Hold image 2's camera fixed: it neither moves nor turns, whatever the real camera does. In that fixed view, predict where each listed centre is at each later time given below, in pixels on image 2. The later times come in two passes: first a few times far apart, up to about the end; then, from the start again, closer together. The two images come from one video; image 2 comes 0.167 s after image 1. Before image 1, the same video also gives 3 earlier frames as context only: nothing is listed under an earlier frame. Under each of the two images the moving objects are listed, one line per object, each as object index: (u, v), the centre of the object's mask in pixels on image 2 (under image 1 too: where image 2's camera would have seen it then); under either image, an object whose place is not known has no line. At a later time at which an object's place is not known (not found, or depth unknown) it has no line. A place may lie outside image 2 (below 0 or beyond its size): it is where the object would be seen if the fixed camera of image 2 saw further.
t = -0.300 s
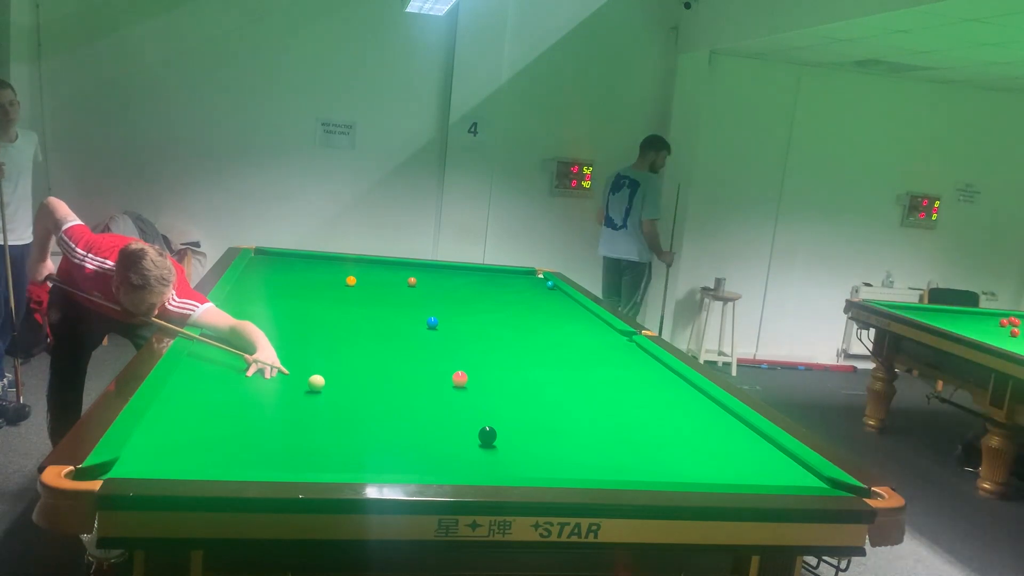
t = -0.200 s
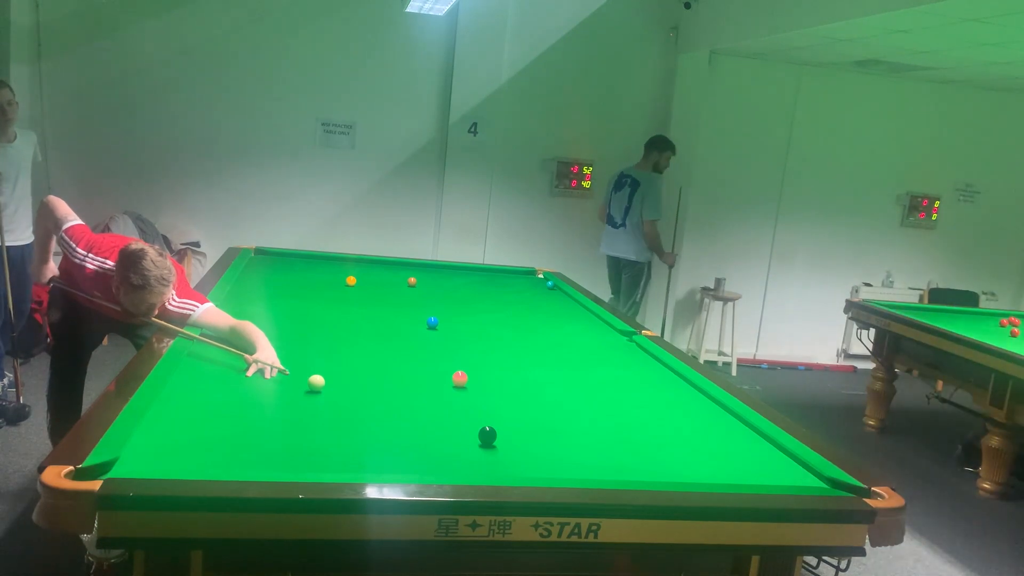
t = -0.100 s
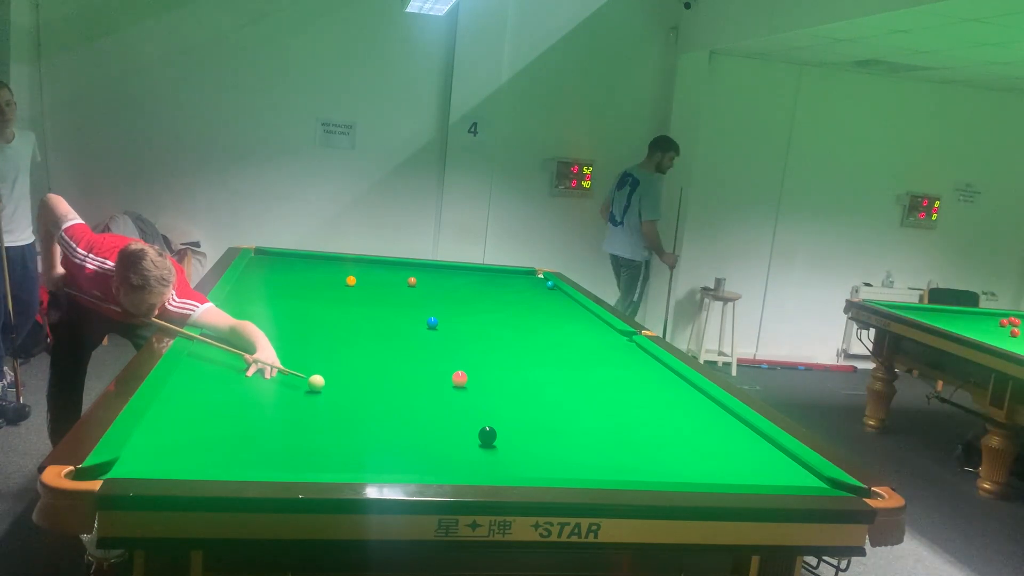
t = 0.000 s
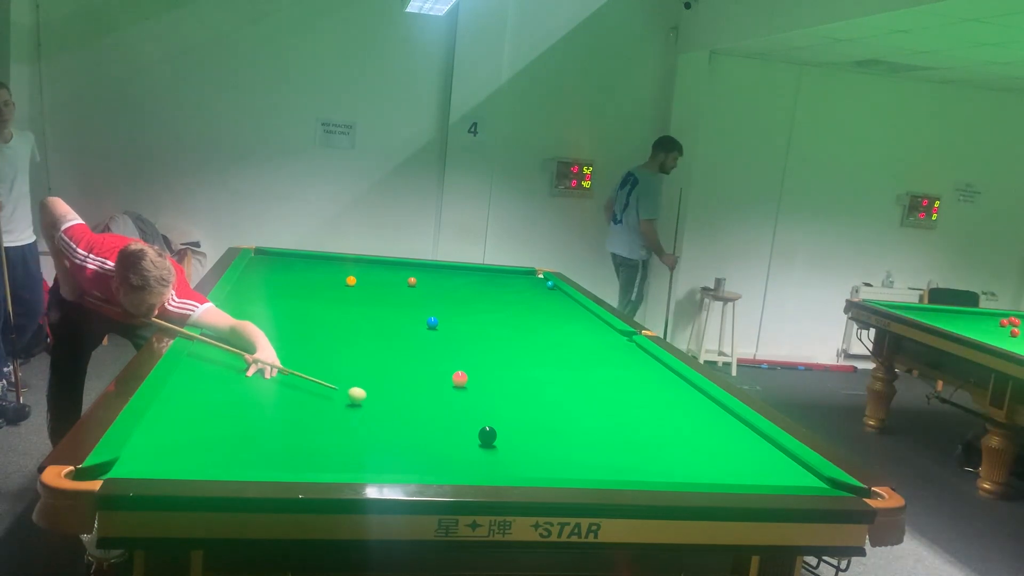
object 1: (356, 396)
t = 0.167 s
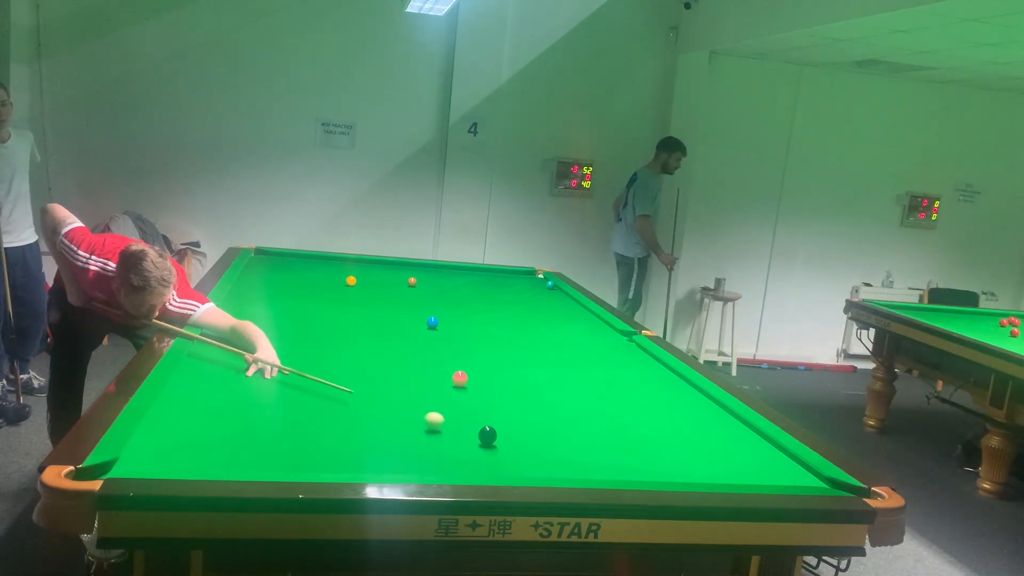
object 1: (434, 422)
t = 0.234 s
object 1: (465, 433)
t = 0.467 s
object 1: (481, 459)
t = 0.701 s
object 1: (499, 467)
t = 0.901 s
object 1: (499, 454)
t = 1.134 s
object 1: (500, 439)
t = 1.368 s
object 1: (500, 425)
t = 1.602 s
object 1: (501, 415)
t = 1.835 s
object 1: (501, 404)
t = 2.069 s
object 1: (501, 396)
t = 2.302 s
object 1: (502, 388)
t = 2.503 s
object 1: (502, 382)
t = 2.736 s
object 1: (502, 375)
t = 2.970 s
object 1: (502, 369)
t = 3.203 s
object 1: (502, 364)
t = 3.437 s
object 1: (502, 359)
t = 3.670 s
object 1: (502, 355)
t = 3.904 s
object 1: (502, 351)
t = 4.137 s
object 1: (502, 348)
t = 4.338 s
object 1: (502, 345)
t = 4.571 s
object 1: (502, 343)
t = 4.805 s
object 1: (502, 340)
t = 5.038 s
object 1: (502, 339)
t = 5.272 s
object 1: (502, 337)
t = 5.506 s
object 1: (501, 334)
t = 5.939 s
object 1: (501, 332)
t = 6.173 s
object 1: (502, 332)
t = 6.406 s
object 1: (502, 331)
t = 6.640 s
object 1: (502, 331)
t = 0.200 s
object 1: (450, 427)
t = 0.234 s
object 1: (465, 433)
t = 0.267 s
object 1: (468, 437)
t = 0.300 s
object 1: (468, 440)
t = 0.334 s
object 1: (469, 444)
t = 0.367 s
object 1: (471, 447)
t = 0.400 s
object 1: (474, 451)
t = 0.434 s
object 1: (477, 456)
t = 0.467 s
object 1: (481, 459)
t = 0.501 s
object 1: (485, 463)
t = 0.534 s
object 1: (489, 465)
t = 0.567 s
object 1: (493, 467)
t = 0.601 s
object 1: (497, 470)
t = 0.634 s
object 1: (499, 470)
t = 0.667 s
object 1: (499, 469)
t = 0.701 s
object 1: (499, 467)
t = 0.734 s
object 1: (498, 465)
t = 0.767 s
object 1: (499, 464)
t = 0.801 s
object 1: (499, 461)
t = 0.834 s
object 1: (499, 459)
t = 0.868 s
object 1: (499, 456)
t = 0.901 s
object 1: (499, 454)
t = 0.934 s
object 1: (499, 451)
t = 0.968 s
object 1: (499, 449)
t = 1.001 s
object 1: (499, 447)
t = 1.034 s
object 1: (500, 445)
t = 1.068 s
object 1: (499, 443)
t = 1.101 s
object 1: (500, 441)
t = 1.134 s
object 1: (500, 439)
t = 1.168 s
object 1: (500, 437)
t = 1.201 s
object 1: (500, 435)
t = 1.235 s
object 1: (500, 433)
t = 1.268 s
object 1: (500, 431)
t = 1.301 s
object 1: (500, 429)
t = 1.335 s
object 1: (500, 427)
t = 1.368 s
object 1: (500, 425)
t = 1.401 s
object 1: (500, 424)
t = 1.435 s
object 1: (500, 422)
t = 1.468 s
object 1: (500, 420)
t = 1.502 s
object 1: (500, 419)
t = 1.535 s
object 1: (500, 417)
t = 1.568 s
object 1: (501, 416)
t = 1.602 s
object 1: (501, 415)
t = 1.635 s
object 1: (501, 413)
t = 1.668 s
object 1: (501, 411)
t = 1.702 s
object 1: (501, 410)
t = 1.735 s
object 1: (501, 409)
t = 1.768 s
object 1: (501, 407)
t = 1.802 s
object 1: (501, 406)
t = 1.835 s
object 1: (501, 404)
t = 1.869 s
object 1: (501, 403)
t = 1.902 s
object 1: (501, 402)
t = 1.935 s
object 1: (501, 401)
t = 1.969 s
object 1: (501, 399)
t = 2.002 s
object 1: (501, 398)
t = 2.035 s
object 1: (501, 397)
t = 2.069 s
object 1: (501, 396)
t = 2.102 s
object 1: (501, 394)
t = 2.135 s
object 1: (502, 393)
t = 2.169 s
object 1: (501, 392)
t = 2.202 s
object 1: (501, 391)
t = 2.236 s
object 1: (502, 390)
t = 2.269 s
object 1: (502, 389)
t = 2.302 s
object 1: (502, 388)
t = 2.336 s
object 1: (502, 387)
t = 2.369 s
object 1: (502, 385)
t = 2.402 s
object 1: (502, 384)
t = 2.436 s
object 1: (502, 384)
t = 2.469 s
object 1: (502, 382)
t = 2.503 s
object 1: (502, 382)
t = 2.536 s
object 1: (502, 381)
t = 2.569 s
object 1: (502, 379)
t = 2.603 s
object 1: (502, 378)
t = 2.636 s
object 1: (502, 378)
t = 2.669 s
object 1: (502, 377)
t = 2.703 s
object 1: (502, 376)
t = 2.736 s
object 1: (502, 375)
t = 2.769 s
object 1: (502, 374)
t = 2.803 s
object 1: (502, 373)
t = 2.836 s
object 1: (502, 372)
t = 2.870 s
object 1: (502, 371)
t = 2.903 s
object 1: (502, 371)
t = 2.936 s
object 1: (502, 370)
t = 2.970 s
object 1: (502, 369)
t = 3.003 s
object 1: (502, 368)
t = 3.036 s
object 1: (502, 368)
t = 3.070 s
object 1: (502, 367)
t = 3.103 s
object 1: (502, 366)
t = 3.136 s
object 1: (502, 365)
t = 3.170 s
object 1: (502, 365)
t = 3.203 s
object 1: (502, 364)
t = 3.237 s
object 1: (502, 363)
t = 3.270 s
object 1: (502, 362)
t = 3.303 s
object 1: (502, 362)
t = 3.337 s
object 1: (502, 361)
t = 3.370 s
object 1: (502, 360)
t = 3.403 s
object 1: (502, 360)
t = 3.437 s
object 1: (502, 359)
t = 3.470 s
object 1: (502, 359)
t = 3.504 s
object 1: (502, 358)
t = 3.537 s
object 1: (502, 358)
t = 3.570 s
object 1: (502, 357)
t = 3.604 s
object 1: (502, 356)
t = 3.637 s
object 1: (502, 356)
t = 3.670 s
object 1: (502, 355)
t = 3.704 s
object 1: (502, 354)
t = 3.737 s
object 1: (502, 354)
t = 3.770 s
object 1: (502, 354)
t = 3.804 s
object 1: (502, 353)
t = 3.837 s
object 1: (502, 353)
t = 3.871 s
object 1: (502, 352)
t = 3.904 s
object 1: (502, 351)
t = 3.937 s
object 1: (502, 351)
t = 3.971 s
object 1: (502, 350)
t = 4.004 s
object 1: (502, 350)
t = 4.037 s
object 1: (502, 350)
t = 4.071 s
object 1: (502, 349)
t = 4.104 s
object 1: (502, 349)
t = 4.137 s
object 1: (502, 348)
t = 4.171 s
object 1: (502, 348)
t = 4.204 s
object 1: (502, 347)
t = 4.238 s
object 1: (502, 348)
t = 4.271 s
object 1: (502, 346)
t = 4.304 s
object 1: (502, 346)
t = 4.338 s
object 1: (502, 345)
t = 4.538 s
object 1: (502, 343)
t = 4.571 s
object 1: (502, 343)
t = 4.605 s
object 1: (502, 343)
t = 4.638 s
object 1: (502, 342)
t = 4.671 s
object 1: (502, 342)
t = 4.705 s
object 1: (502, 342)
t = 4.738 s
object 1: (502, 341)
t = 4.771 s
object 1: (502, 341)
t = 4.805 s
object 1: (502, 340)
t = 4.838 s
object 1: (502, 340)
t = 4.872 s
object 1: (502, 340)
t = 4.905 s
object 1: (502, 340)
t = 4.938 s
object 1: (502, 339)
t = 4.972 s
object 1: (502, 339)
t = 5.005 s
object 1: (502, 339)
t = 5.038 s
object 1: (502, 339)
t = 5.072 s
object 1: (502, 338)
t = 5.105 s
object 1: (502, 338)
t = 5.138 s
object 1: (502, 338)
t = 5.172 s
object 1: (502, 337)
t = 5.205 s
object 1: (502, 337)
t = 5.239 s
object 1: (502, 337)
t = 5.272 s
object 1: (502, 337)
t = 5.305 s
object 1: (502, 337)
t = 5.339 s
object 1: (502, 336)
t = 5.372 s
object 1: (502, 336)
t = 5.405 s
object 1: (502, 336)
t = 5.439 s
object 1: (502, 335)
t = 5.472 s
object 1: (502, 335)
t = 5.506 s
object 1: (501, 334)
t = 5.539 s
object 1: (502, 335)
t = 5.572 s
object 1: (502, 335)
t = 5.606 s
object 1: (502, 334)
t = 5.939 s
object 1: (501, 332)
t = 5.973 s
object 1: (502, 333)
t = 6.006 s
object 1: (502, 332)
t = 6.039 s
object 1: (502, 332)
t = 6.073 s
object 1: (502, 332)
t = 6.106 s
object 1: (502, 332)
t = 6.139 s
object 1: (502, 332)
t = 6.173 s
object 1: (502, 332)
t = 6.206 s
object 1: (502, 332)
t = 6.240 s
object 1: (502, 332)
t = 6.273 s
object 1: (502, 332)
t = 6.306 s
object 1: (502, 331)
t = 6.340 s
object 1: (502, 331)
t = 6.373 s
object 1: (502, 331)
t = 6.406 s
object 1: (502, 331)
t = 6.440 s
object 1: (502, 331)
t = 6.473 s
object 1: (502, 331)
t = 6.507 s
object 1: (502, 331)
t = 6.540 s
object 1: (502, 331)
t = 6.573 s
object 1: (502, 331)
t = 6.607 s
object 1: (502, 331)
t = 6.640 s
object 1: (502, 331)
